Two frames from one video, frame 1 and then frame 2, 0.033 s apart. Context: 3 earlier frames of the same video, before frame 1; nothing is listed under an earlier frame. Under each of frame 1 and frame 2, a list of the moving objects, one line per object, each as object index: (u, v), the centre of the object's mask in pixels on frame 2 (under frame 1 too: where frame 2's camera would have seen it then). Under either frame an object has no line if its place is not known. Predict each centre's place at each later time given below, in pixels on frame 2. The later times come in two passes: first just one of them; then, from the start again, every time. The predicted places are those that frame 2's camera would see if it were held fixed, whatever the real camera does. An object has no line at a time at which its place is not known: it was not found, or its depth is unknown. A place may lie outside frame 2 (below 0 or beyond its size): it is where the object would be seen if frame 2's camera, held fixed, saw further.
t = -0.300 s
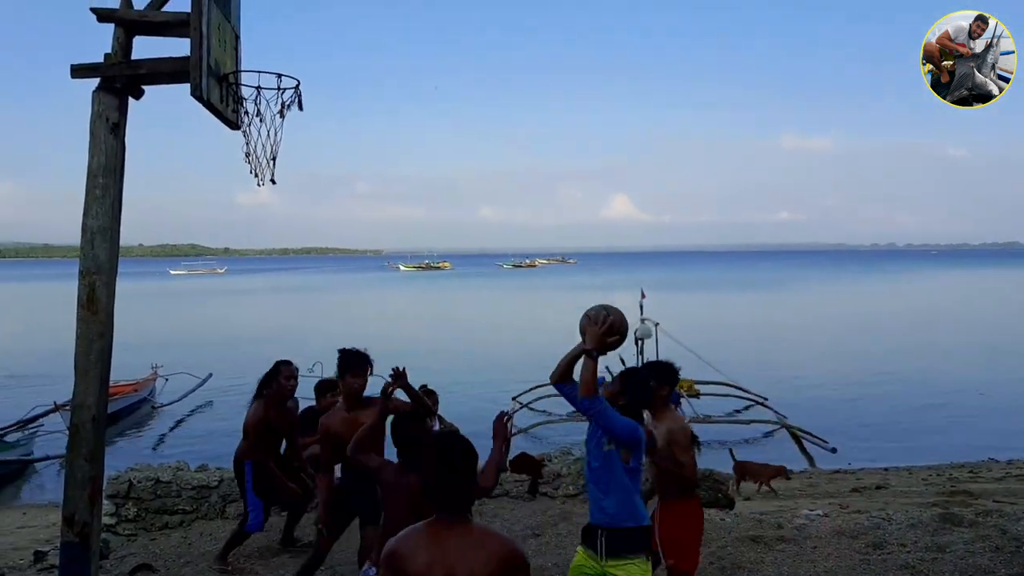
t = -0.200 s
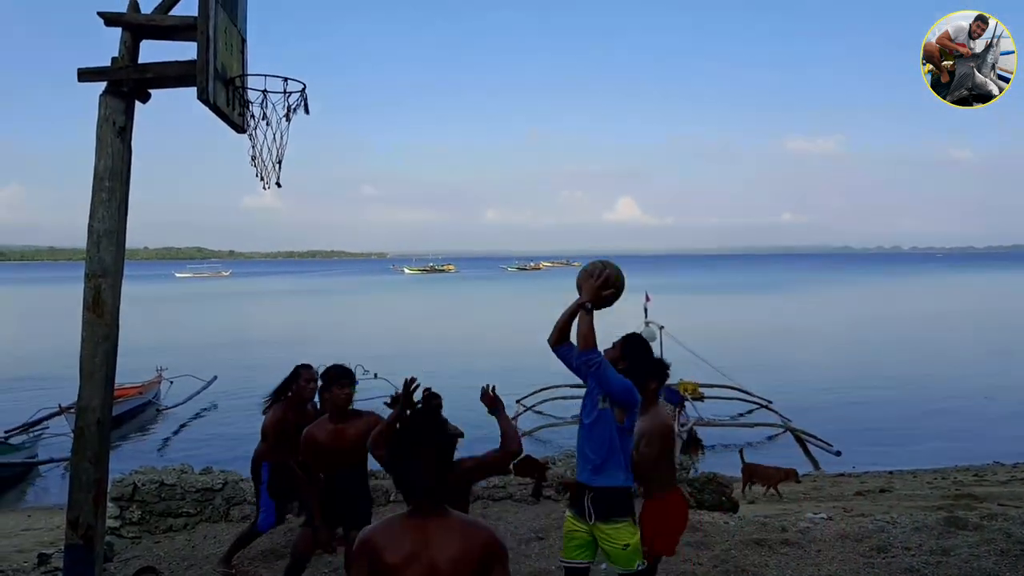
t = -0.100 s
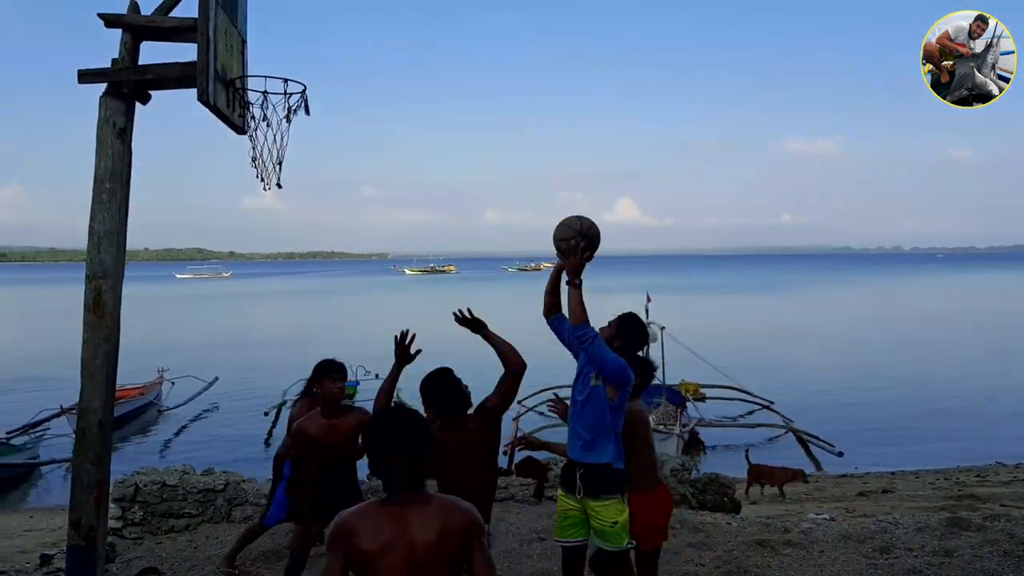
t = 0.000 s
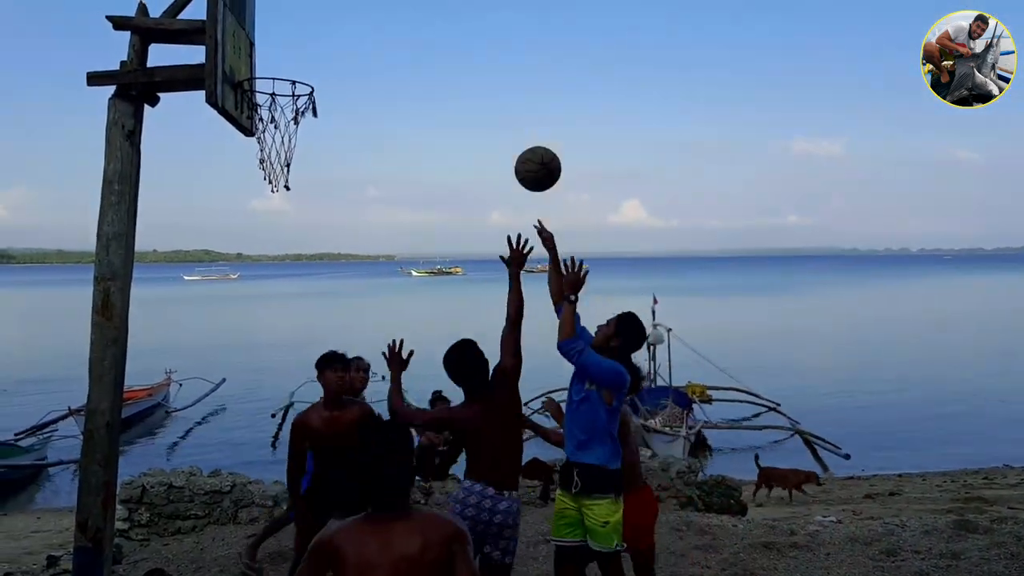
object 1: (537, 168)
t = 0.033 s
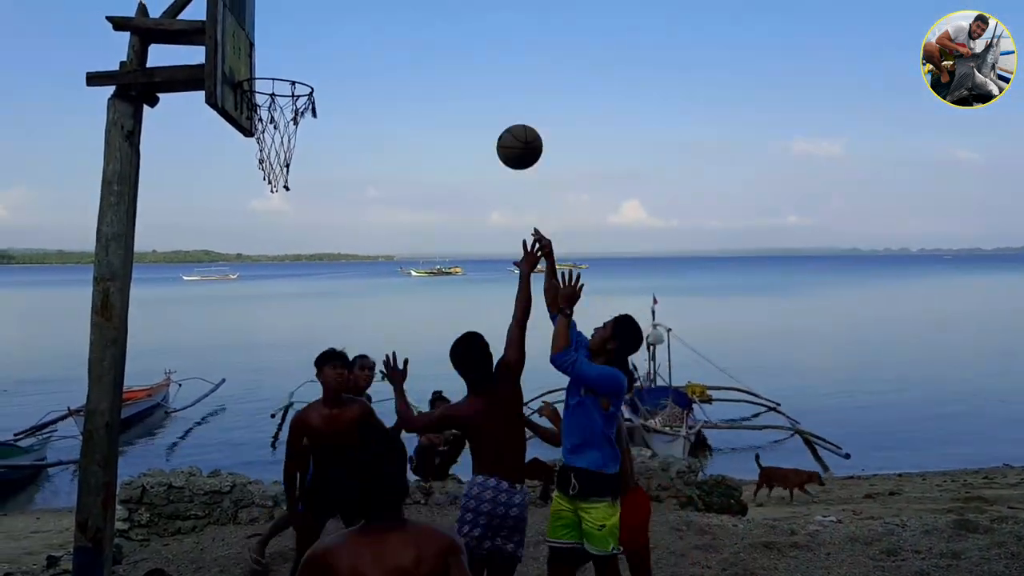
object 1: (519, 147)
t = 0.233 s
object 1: (414, 61)
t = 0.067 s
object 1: (502, 126)
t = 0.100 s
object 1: (484, 109)
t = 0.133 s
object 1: (465, 94)
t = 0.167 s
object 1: (448, 82)
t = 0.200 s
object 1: (431, 70)
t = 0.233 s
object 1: (414, 61)
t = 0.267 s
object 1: (397, 55)
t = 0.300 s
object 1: (379, 50)
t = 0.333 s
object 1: (361, 47)
